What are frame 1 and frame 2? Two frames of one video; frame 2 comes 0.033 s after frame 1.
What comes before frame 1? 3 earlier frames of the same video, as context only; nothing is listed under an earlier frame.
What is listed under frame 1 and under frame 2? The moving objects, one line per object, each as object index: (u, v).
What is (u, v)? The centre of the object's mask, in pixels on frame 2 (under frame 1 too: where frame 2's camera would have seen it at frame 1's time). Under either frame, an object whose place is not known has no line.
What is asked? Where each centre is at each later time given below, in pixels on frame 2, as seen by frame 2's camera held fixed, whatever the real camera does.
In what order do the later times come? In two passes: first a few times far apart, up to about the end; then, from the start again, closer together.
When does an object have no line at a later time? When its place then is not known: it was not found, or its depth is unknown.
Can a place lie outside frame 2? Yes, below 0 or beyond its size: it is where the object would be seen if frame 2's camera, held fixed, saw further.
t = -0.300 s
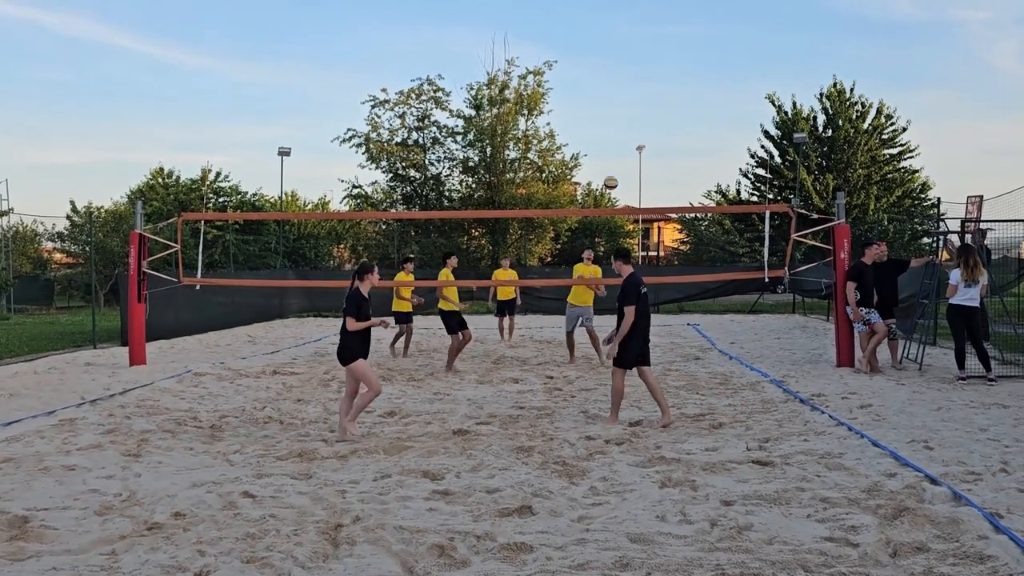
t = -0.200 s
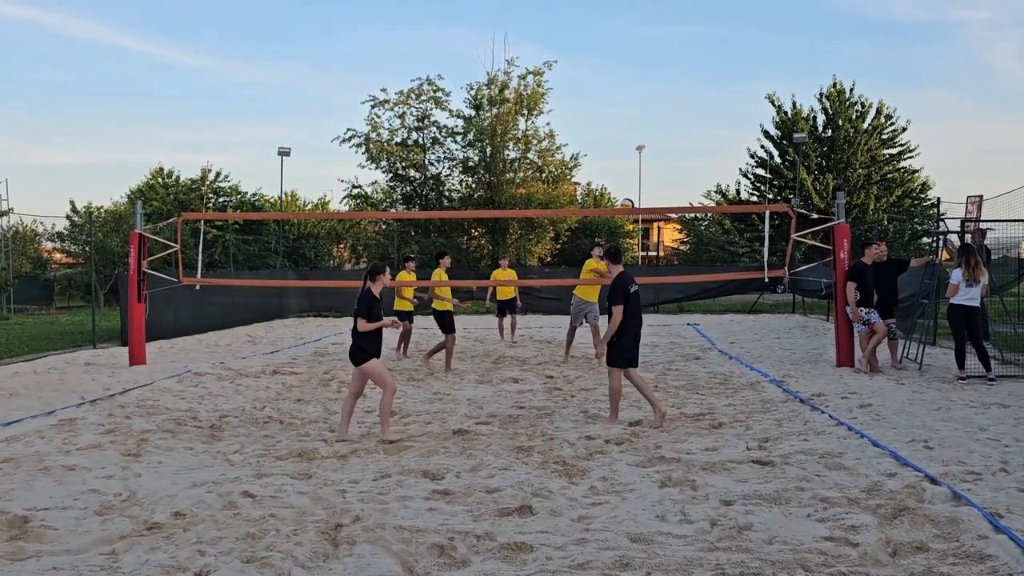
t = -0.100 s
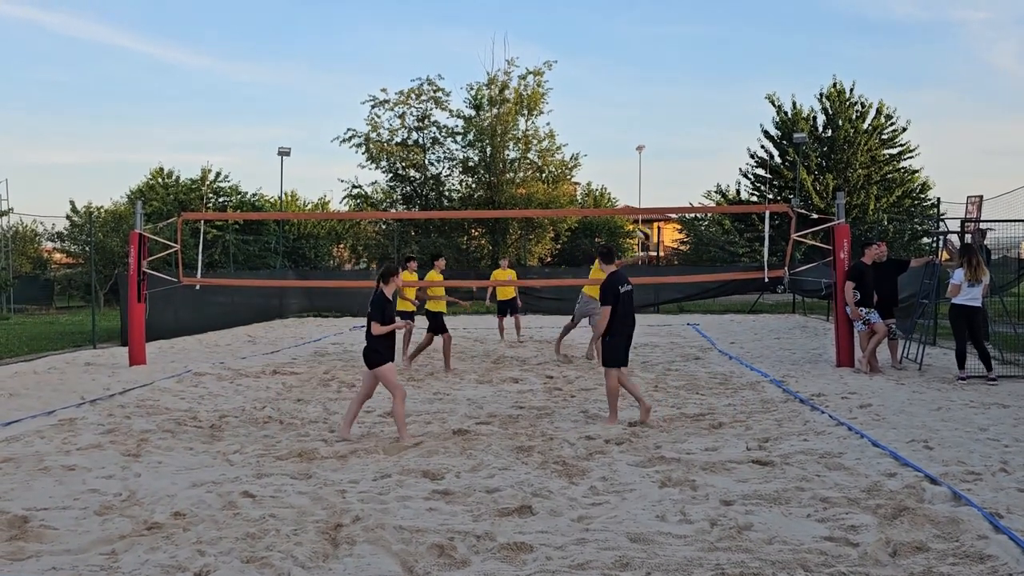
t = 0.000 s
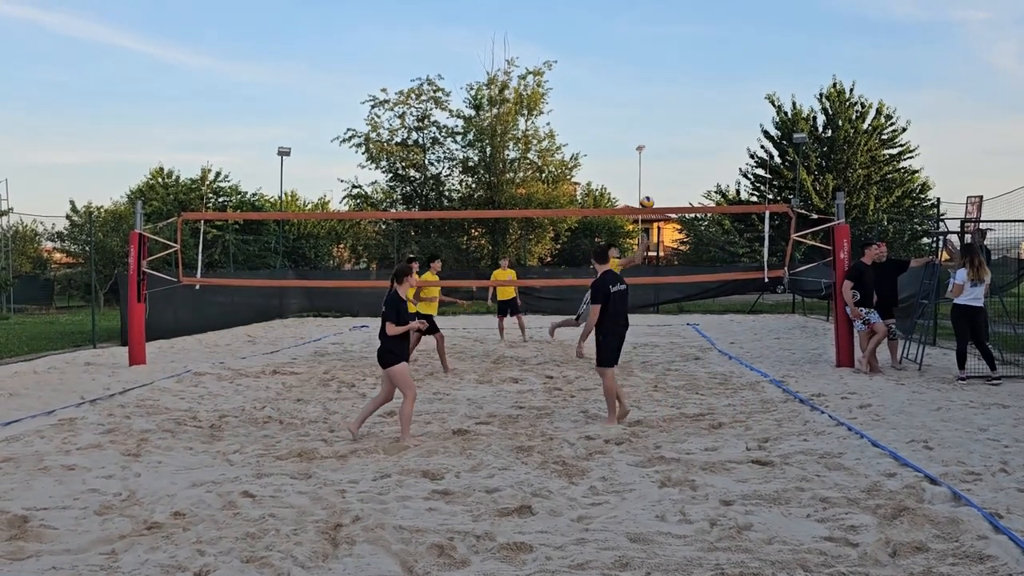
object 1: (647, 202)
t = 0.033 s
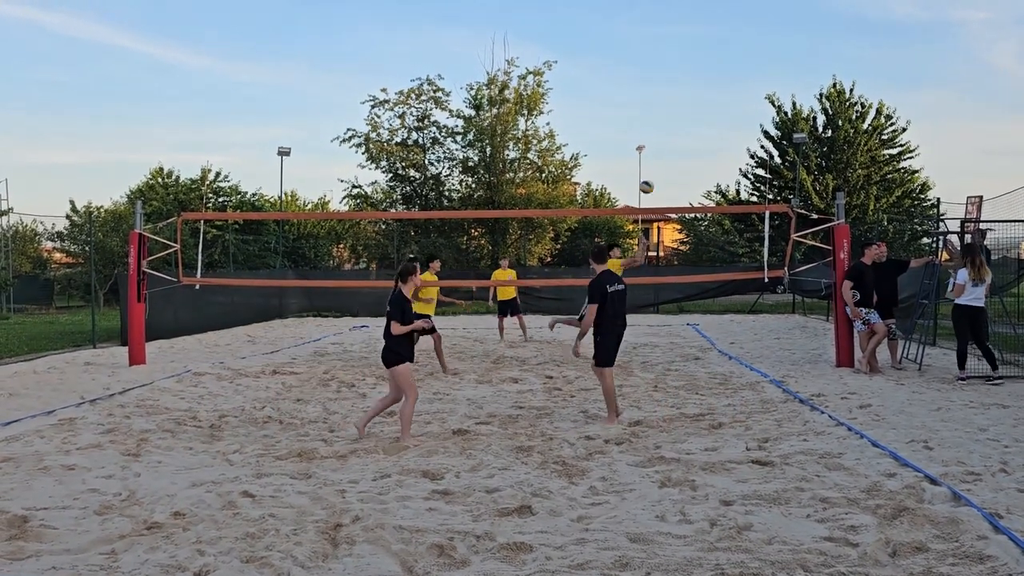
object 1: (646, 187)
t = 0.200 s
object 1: (645, 120)
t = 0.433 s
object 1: (643, 63)
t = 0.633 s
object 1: (640, 42)
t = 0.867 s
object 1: (637, 49)
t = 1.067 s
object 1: (636, 79)
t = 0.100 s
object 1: (646, 157)
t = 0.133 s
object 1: (645, 145)
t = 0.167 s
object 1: (646, 132)
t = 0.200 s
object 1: (645, 120)
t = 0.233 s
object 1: (645, 110)
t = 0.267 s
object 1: (645, 100)
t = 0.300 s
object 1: (644, 91)
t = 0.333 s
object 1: (644, 83)
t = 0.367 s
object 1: (643, 75)
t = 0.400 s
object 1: (643, 69)
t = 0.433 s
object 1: (643, 63)
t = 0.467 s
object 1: (642, 58)
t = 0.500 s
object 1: (642, 53)
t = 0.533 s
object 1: (642, 50)
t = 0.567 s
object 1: (640, 46)
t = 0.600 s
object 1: (640, 44)
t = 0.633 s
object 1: (640, 42)
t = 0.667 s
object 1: (640, 41)
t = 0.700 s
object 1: (639, 41)
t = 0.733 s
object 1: (639, 41)
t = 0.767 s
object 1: (638, 43)
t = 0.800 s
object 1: (638, 44)
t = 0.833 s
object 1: (638, 46)
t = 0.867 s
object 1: (637, 49)
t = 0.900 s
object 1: (637, 53)
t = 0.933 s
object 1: (637, 56)
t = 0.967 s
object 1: (637, 61)
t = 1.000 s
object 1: (636, 67)
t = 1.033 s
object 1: (636, 72)
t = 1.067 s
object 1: (636, 79)
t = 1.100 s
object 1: (635, 86)
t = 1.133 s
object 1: (635, 93)
